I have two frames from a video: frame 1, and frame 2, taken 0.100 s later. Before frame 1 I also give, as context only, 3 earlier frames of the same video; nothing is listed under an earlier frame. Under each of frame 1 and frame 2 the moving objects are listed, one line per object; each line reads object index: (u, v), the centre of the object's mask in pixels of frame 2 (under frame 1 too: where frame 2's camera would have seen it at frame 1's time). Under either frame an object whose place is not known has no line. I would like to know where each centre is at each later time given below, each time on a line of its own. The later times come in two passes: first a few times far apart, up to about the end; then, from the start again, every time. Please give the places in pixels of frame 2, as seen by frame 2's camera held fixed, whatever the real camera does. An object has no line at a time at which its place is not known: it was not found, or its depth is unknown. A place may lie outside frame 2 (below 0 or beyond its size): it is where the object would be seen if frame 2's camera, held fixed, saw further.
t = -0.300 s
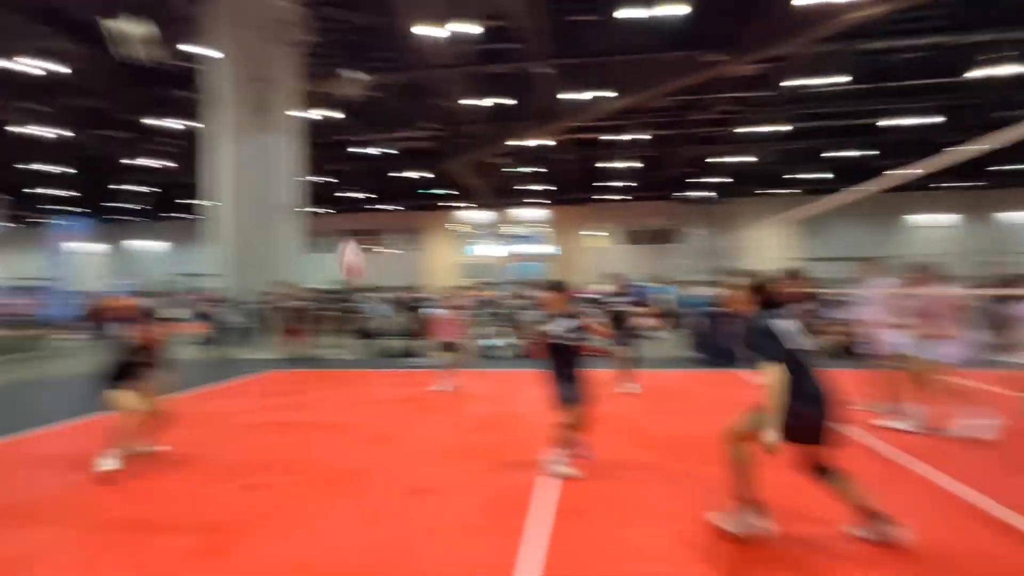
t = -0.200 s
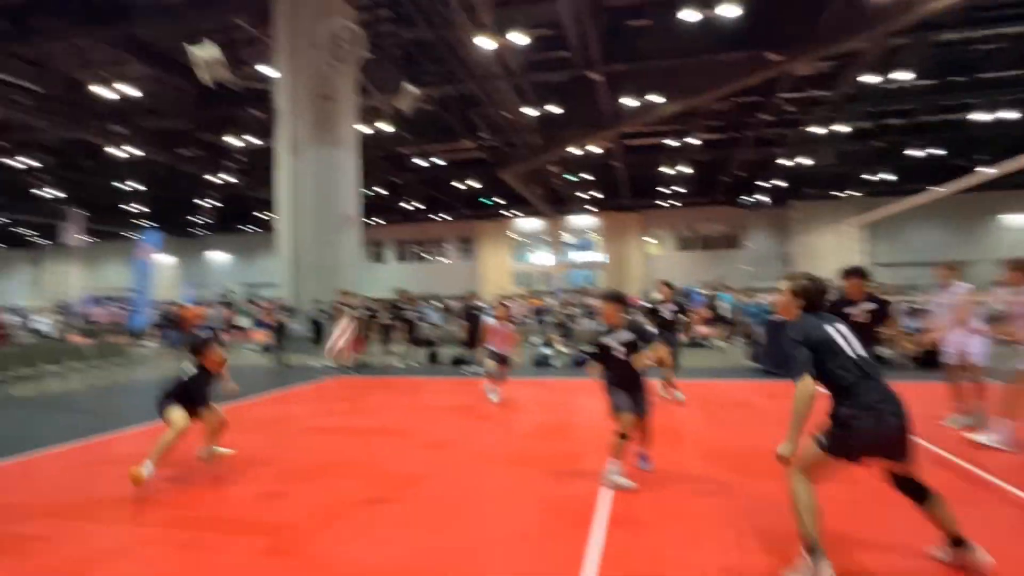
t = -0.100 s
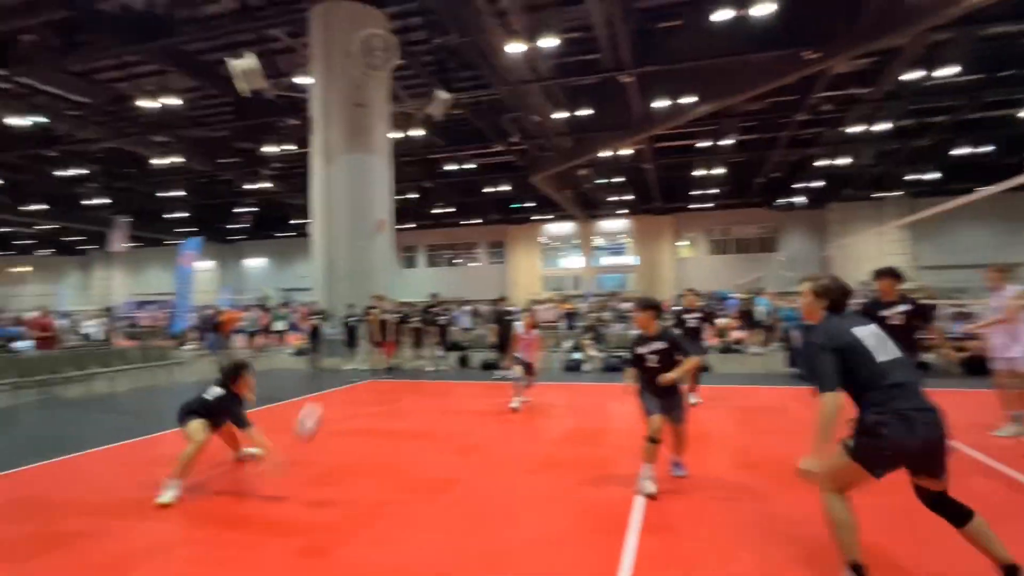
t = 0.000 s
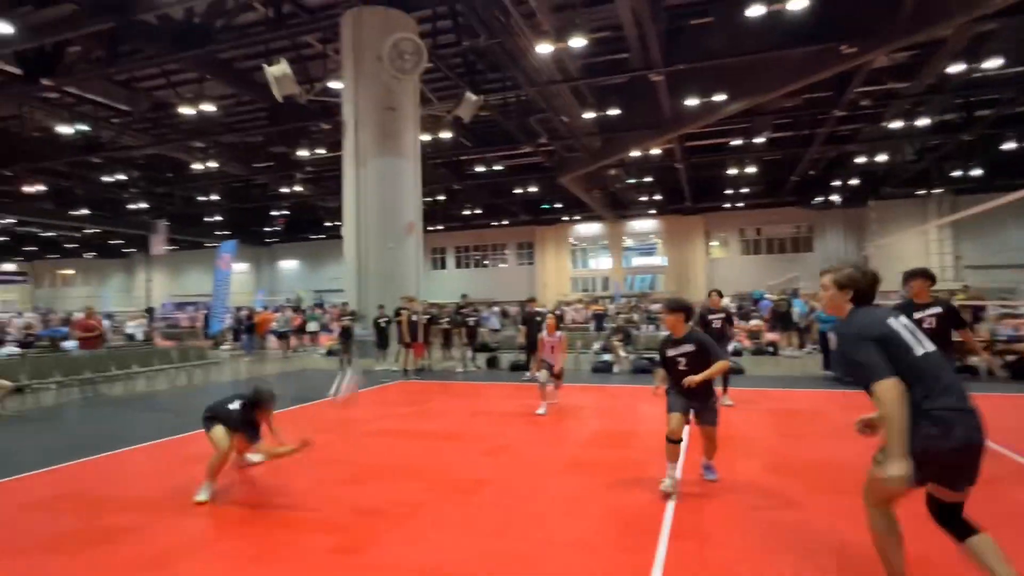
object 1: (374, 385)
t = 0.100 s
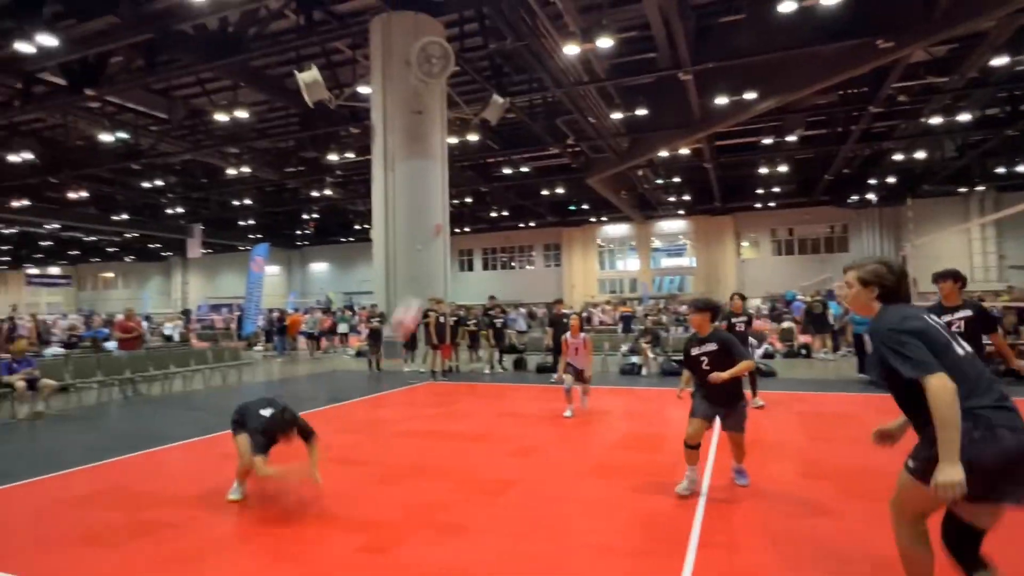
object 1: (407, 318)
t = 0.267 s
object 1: (465, 210)
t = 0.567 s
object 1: (603, 78)
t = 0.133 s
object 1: (418, 294)
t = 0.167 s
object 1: (427, 273)
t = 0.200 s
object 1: (441, 250)
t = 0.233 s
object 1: (453, 229)
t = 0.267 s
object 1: (465, 210)
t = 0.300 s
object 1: (478, 193)
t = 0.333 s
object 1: (491, 175)
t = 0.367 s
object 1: (506, 158)
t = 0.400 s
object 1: (521, 142)
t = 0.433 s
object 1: (537, 127)
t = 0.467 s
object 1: (552, 113)
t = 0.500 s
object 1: (569, 100)
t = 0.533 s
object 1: (586, 88)
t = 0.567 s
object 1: (603, 78)
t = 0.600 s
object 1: (621, 69)
